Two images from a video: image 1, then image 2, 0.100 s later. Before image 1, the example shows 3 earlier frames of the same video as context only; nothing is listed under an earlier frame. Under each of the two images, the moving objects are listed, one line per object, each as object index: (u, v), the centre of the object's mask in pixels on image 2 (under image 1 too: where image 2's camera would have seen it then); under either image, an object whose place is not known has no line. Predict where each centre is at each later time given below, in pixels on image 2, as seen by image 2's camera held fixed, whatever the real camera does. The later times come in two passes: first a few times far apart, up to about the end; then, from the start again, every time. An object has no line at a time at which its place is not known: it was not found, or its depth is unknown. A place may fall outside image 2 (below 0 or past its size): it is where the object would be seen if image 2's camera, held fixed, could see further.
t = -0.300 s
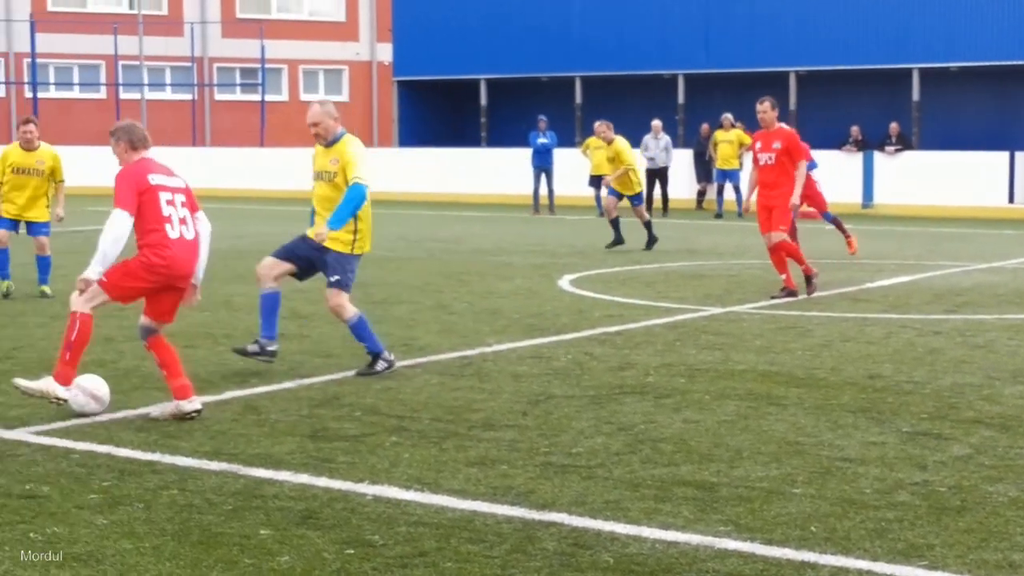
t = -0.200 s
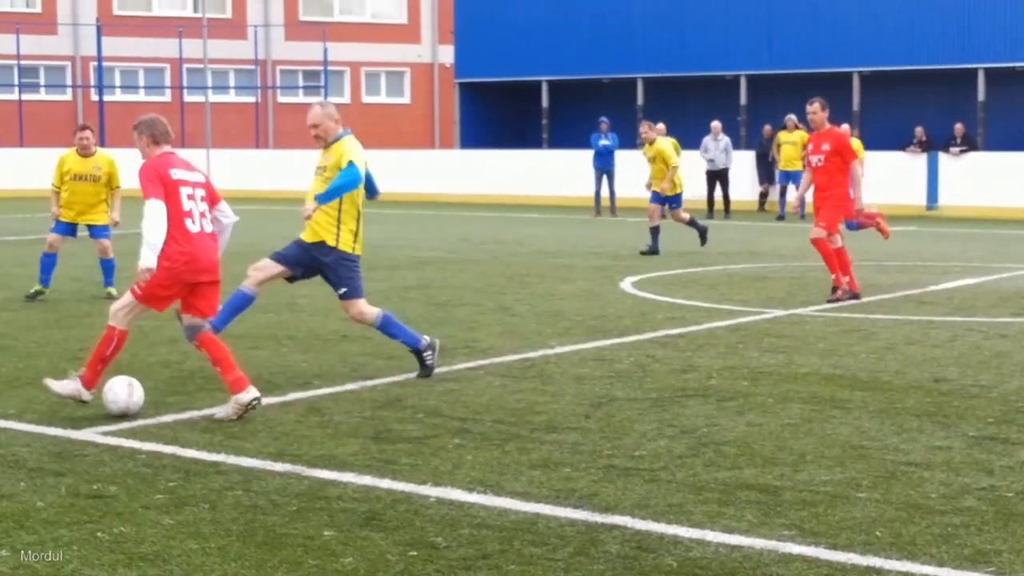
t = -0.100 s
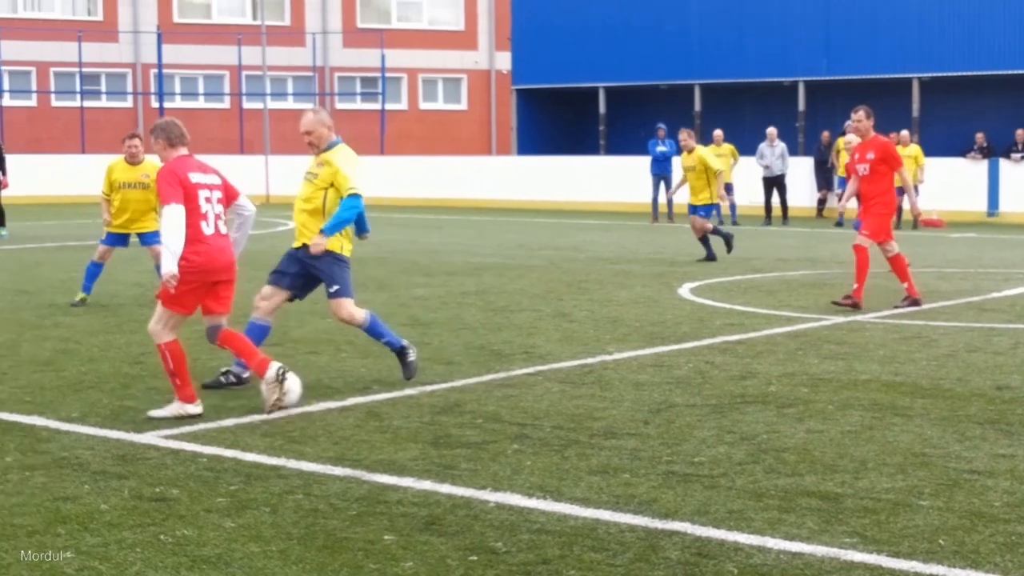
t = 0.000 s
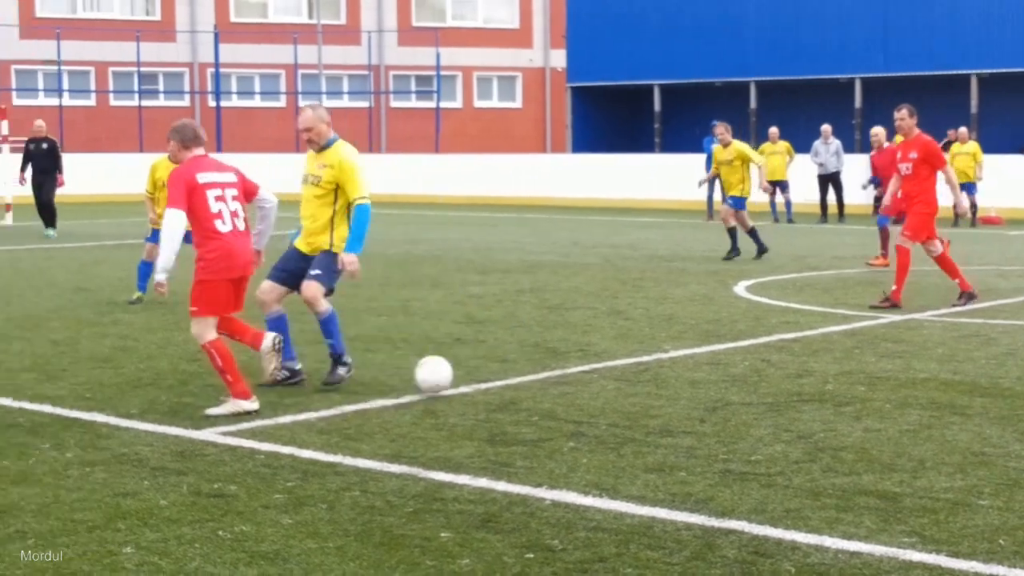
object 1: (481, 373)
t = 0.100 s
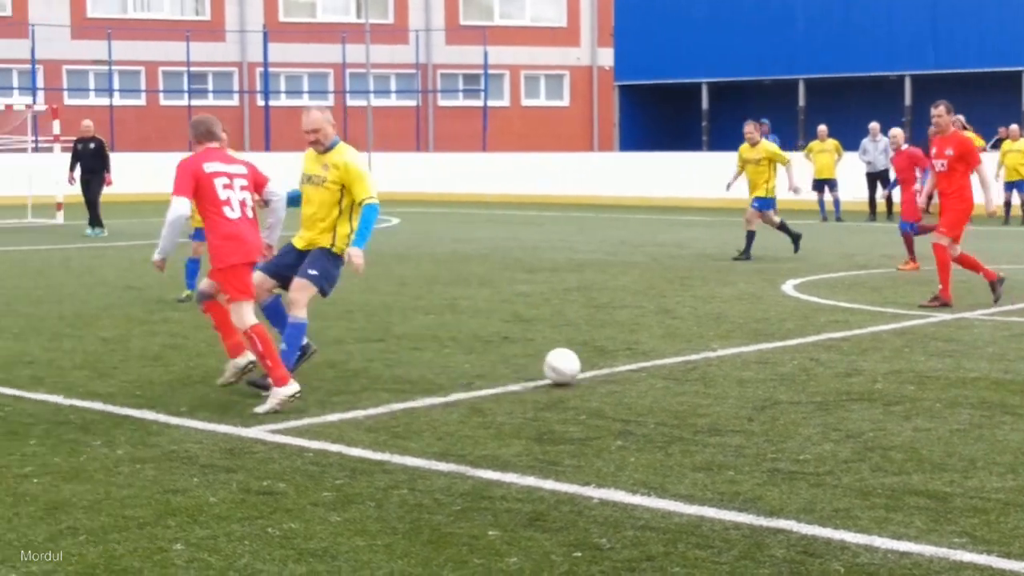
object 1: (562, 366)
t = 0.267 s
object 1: (664, 355)
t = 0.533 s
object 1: (793, 342)
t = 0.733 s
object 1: (877, 332)
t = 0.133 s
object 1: (585, 364)
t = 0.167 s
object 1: (607, 363)
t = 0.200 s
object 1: (626, 359)
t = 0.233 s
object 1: (645, 357)
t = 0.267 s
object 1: (664, 355)
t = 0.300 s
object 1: (682, 353)
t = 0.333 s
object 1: (698, 352)
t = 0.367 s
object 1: (715, 350)
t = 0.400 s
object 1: (731, 348)
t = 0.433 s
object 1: (747, 346)
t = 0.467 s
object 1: (763, 345)
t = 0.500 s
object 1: (778, 343)
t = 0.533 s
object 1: (793, 342)
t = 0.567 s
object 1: (808, 340)
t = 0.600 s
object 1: (822, 339)
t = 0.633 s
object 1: (836, 336)
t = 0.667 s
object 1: (849, 335)
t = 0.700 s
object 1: (863, 334)
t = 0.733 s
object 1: (877, 332)
